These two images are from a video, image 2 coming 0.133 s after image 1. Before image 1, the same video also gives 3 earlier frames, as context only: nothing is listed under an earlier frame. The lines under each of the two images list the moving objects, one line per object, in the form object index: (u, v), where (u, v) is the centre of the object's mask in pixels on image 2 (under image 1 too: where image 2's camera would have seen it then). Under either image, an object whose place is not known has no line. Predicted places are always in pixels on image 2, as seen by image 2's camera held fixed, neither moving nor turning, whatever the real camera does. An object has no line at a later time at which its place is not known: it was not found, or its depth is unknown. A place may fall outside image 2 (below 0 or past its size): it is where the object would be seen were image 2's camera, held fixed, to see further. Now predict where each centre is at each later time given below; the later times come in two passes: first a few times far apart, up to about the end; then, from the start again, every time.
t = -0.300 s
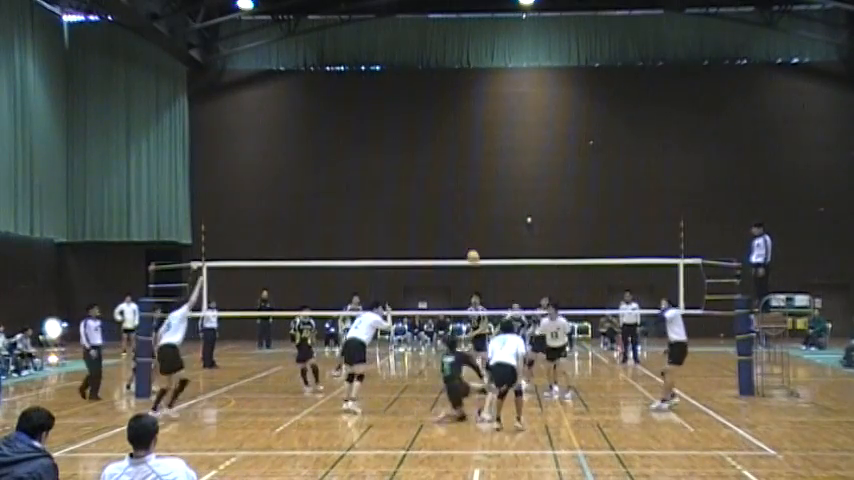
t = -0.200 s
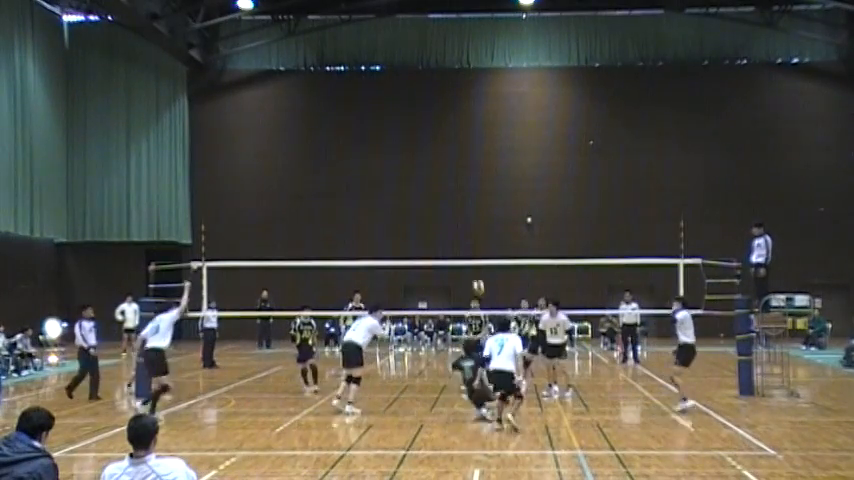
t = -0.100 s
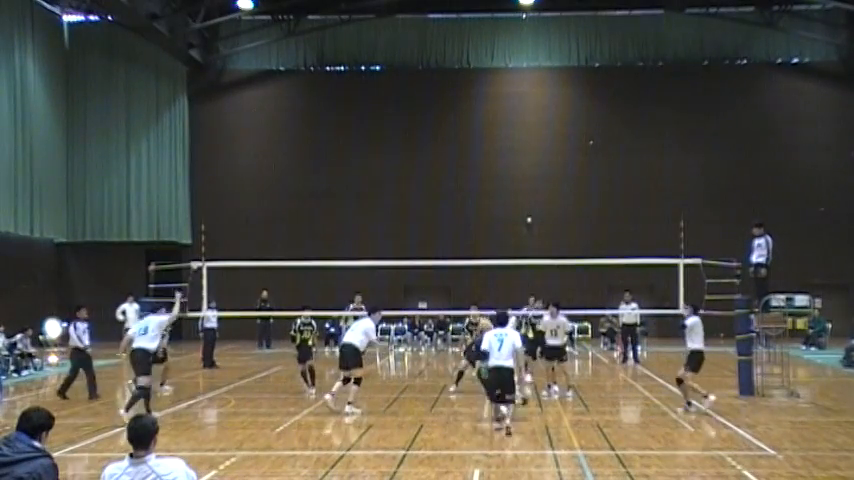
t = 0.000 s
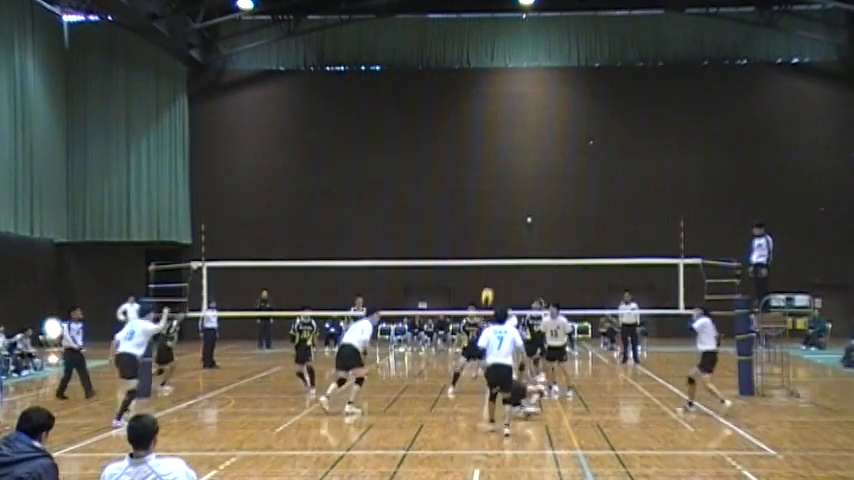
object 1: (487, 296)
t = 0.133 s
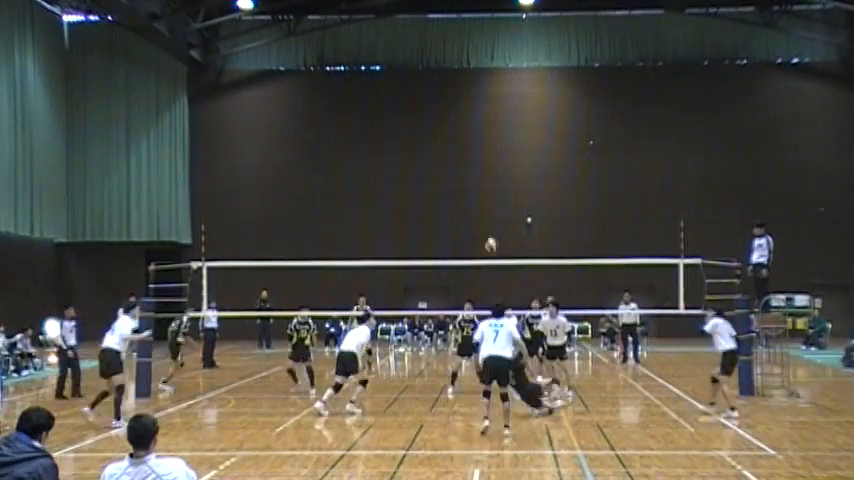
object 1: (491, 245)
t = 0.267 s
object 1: (495, 209)
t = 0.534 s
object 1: (503, 172)
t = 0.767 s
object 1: (508, 174)
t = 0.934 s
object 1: (513, 196)
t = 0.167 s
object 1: (492, 235)
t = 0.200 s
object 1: (493, 225)
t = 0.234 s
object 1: (494, 216)
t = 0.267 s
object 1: (495, 209)
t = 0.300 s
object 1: (496, 201)
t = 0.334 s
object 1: (497, 195)
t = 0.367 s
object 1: (498, 190)
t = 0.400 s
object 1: (499, 184)
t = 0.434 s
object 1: (500, 180)
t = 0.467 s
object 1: (501, 176)
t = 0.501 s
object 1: (502, 174)
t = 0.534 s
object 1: (503, 172)
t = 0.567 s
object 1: (503, 170)
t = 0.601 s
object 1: (504, 169)
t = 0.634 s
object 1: (505, 169)
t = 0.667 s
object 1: (505, 169)
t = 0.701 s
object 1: (507, 171)
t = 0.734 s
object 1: (508, 173)
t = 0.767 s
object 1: (508, 174)
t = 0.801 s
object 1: (510, 178)
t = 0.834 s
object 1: (510, 182)
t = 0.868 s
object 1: (511, 186)
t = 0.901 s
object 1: (513, 192)
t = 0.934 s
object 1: (513, 196)
